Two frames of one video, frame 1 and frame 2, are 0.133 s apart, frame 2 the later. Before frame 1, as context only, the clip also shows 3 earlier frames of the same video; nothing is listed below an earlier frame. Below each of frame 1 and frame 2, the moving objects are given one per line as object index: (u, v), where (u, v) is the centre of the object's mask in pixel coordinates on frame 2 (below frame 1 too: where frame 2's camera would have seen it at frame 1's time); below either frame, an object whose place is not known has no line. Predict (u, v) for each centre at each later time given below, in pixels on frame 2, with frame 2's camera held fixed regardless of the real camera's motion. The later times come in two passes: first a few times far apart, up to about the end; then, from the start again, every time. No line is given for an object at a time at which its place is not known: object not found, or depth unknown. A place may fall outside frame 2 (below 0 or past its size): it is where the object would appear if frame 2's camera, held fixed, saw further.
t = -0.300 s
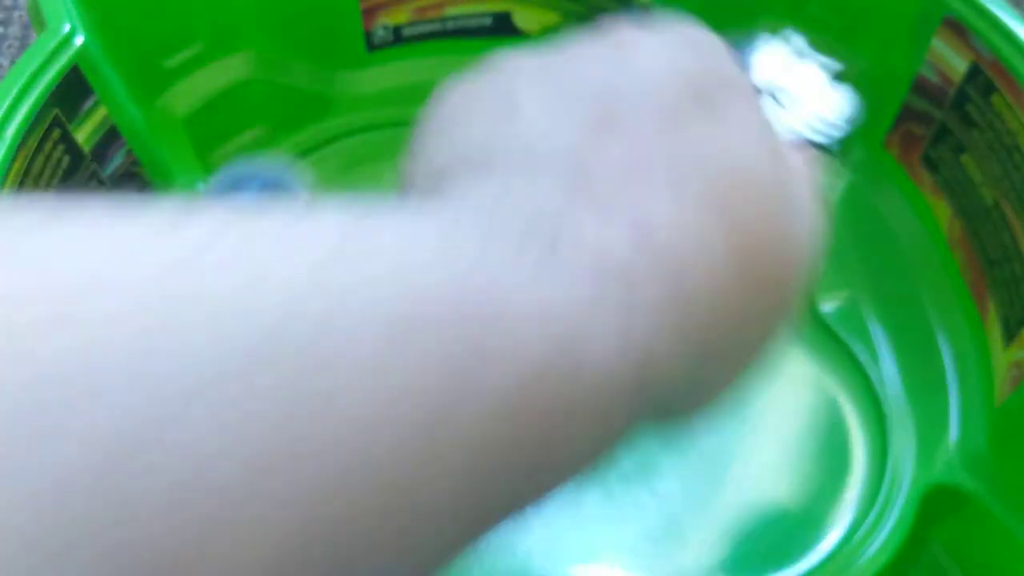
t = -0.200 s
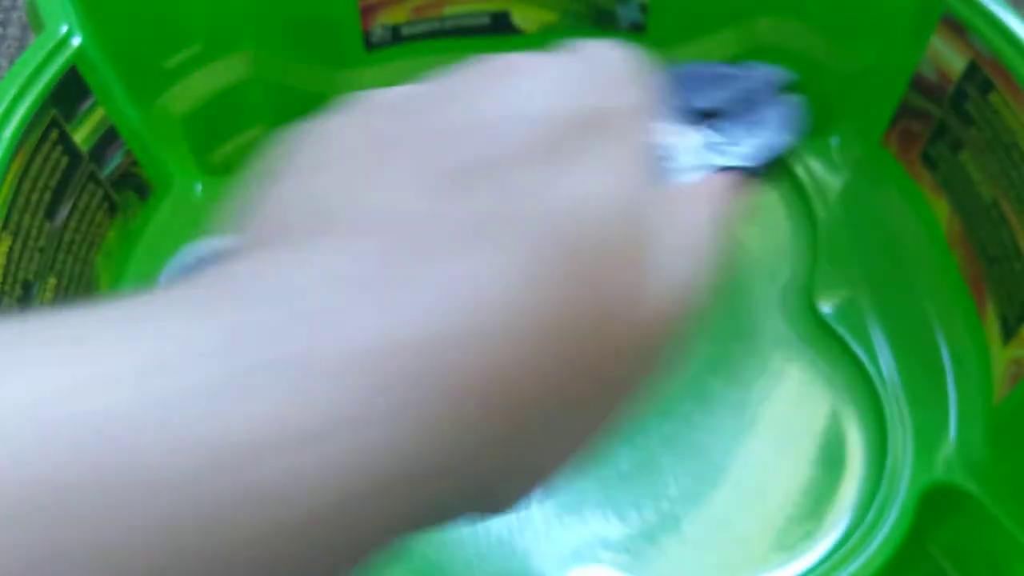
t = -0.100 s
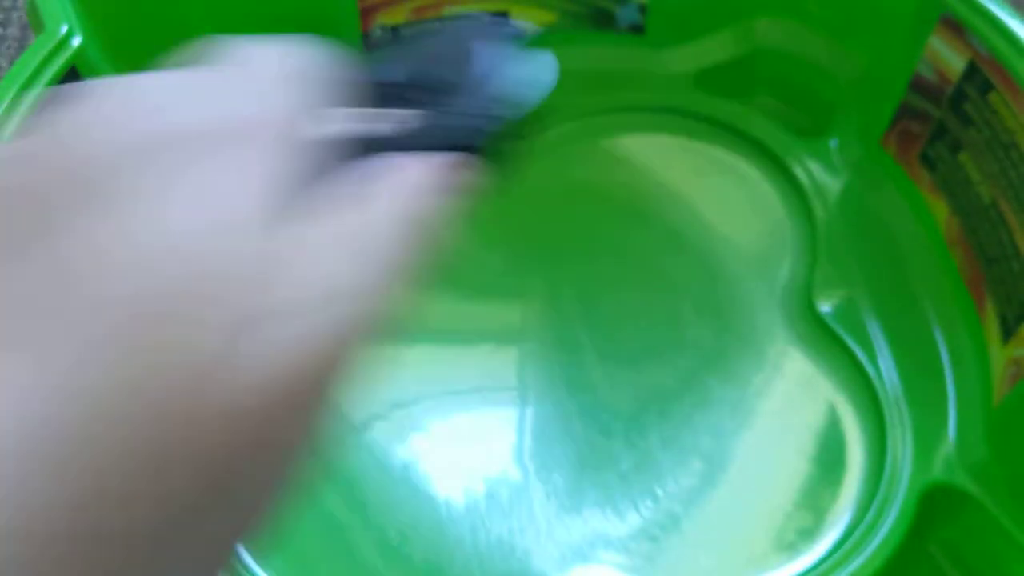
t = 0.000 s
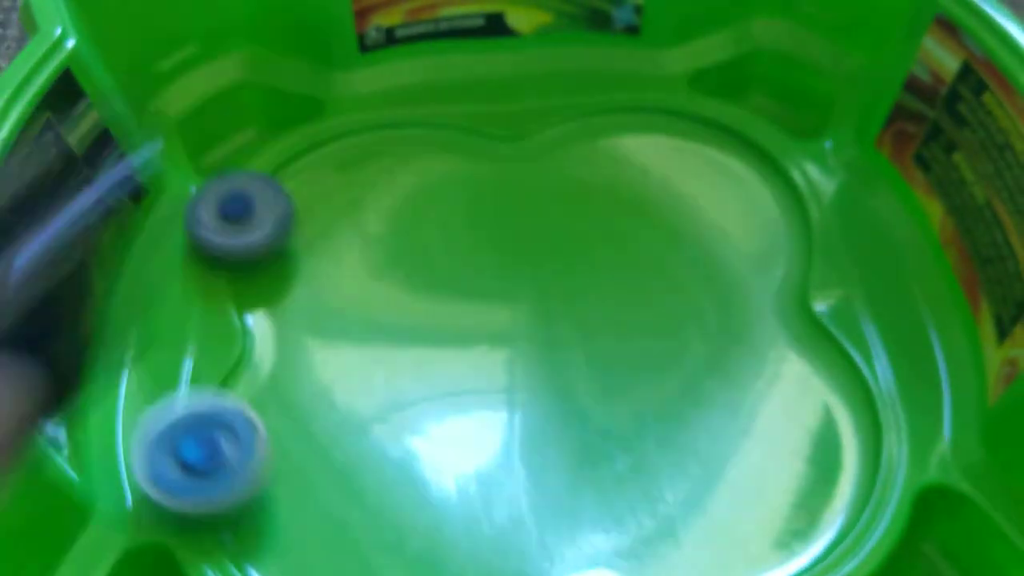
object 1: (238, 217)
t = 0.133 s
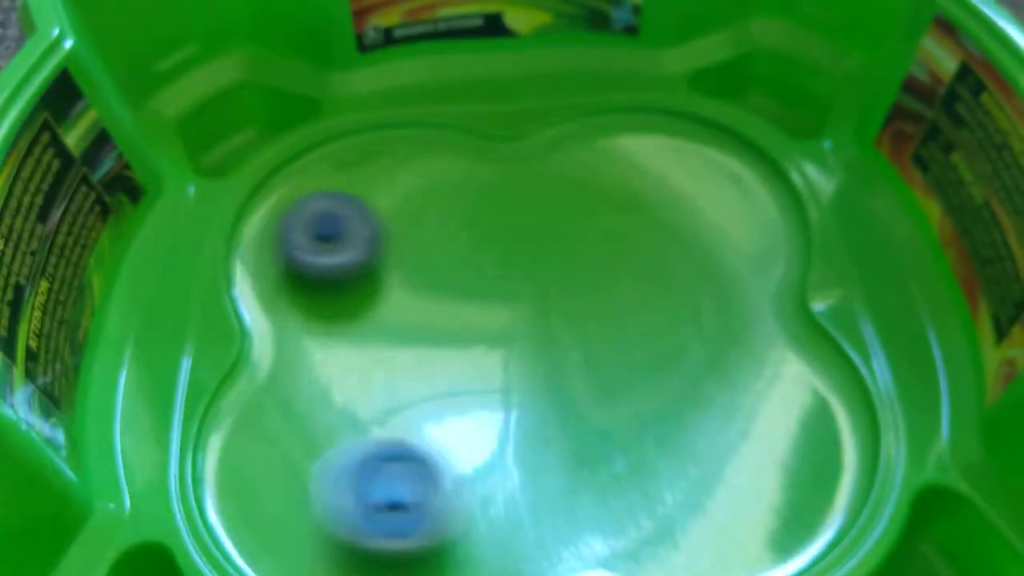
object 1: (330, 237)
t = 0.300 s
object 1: (501, 264)
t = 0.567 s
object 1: (659, 424)
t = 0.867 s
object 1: (405, 525)
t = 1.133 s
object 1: (450, 556)
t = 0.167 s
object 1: (360, 240)
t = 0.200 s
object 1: (394, 243)
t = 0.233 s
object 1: (428, 247)
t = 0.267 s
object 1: (465, 253)
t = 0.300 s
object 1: (501, 264)
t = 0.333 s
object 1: (536, 278)
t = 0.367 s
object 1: (569, 295)
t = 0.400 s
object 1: (597, 313)
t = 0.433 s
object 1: (621, 334)
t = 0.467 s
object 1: (639, 356)
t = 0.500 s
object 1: (653, 379)
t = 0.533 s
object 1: (660, 401)
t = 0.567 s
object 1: (659, 424)
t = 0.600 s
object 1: (652, 446)
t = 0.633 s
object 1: (637, 468)
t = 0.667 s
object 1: (618, 490)
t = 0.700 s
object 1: (590, 506)
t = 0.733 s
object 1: (558, 519)
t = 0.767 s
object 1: (521, 525)
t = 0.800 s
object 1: (483, 529)
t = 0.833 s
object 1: (443, 528)
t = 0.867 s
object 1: (405, 525)
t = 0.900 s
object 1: (373, 516)
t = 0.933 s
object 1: (344, 500)
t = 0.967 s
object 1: (320, 479)
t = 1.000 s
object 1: (304, 455)
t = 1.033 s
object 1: (299, 439)
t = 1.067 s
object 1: (350, 502)
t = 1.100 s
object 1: (399, 537)
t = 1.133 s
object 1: (450, 556)
